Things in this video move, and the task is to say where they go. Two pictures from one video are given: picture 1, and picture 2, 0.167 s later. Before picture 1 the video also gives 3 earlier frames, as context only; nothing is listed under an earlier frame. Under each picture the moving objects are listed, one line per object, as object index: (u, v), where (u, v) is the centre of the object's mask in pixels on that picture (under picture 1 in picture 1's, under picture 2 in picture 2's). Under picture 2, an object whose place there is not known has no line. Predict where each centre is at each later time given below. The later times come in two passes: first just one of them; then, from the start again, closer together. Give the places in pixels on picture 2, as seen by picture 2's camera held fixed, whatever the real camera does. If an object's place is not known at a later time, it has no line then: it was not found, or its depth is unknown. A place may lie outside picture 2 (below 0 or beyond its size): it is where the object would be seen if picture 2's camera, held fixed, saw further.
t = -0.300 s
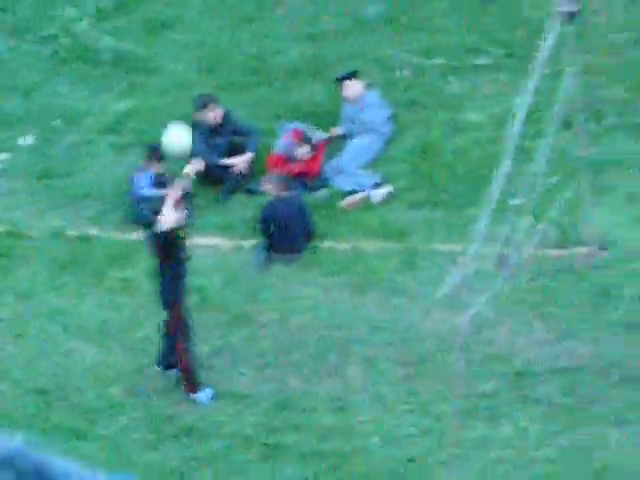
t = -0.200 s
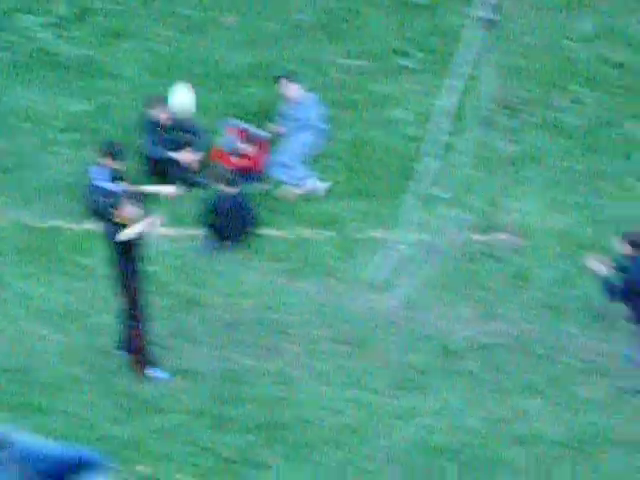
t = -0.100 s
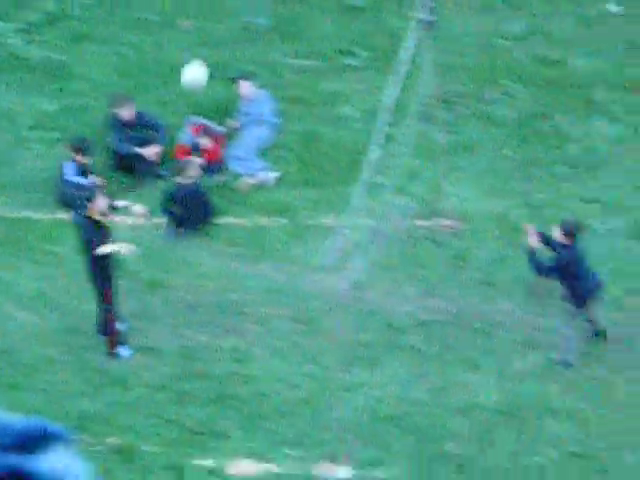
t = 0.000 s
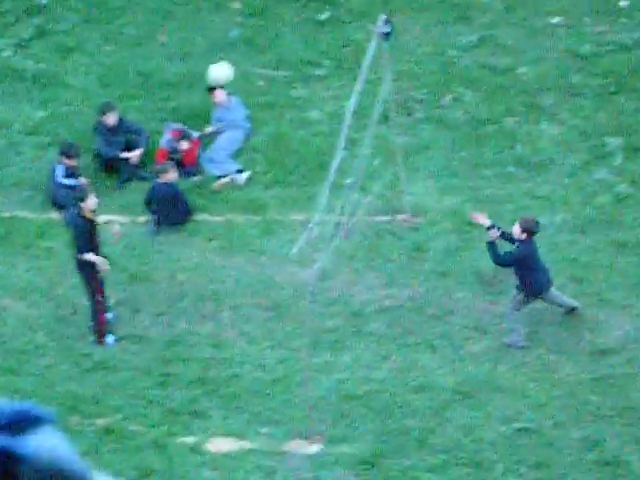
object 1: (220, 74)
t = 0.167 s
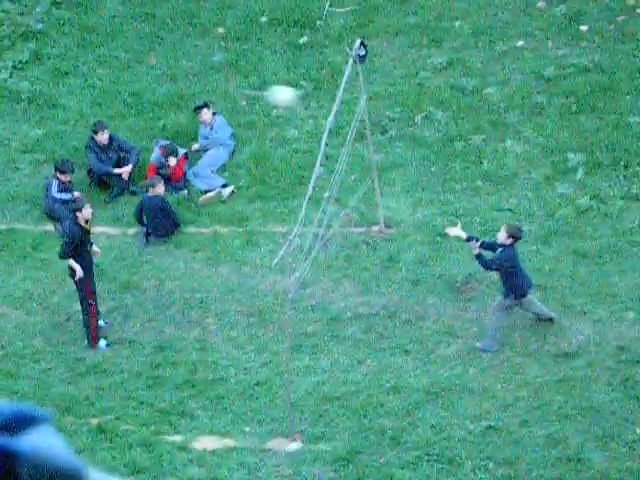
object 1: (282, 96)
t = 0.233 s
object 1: (313, 103)
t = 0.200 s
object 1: (298, 99)
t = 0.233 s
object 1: (313, 103)
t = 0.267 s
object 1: (329, 109)
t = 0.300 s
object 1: (345, 115)
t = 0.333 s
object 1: (362, 124)
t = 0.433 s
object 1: (409, 152)
